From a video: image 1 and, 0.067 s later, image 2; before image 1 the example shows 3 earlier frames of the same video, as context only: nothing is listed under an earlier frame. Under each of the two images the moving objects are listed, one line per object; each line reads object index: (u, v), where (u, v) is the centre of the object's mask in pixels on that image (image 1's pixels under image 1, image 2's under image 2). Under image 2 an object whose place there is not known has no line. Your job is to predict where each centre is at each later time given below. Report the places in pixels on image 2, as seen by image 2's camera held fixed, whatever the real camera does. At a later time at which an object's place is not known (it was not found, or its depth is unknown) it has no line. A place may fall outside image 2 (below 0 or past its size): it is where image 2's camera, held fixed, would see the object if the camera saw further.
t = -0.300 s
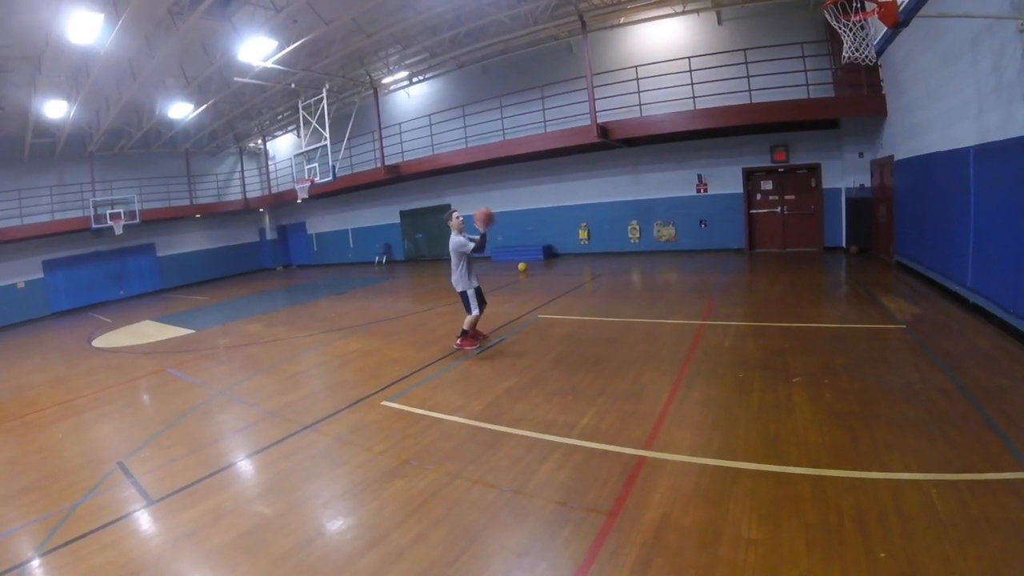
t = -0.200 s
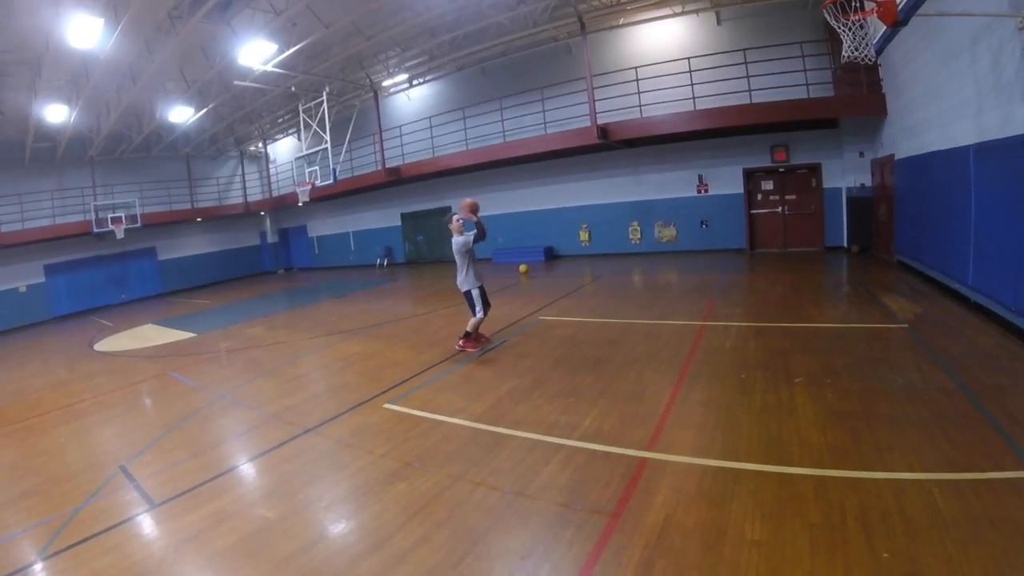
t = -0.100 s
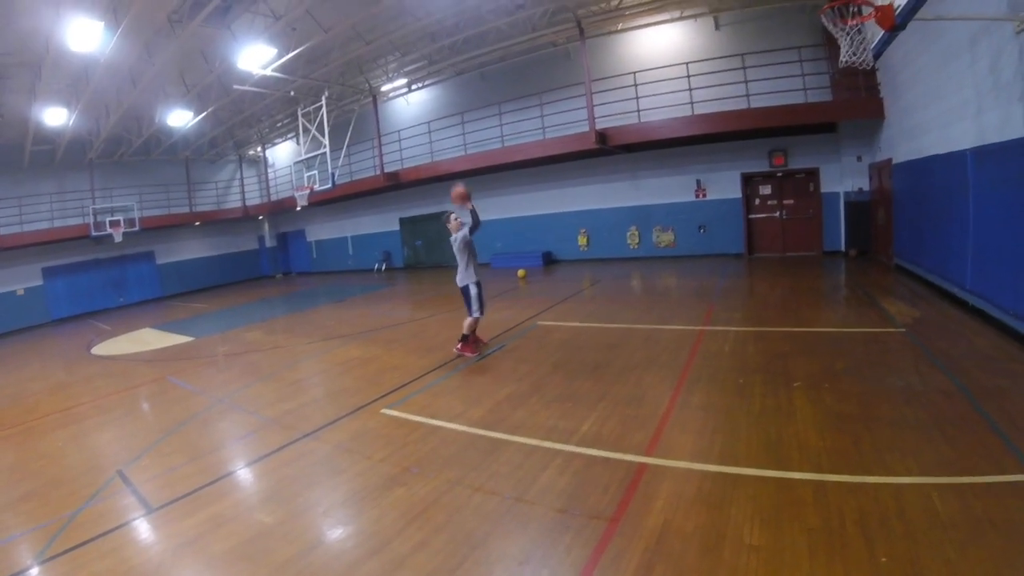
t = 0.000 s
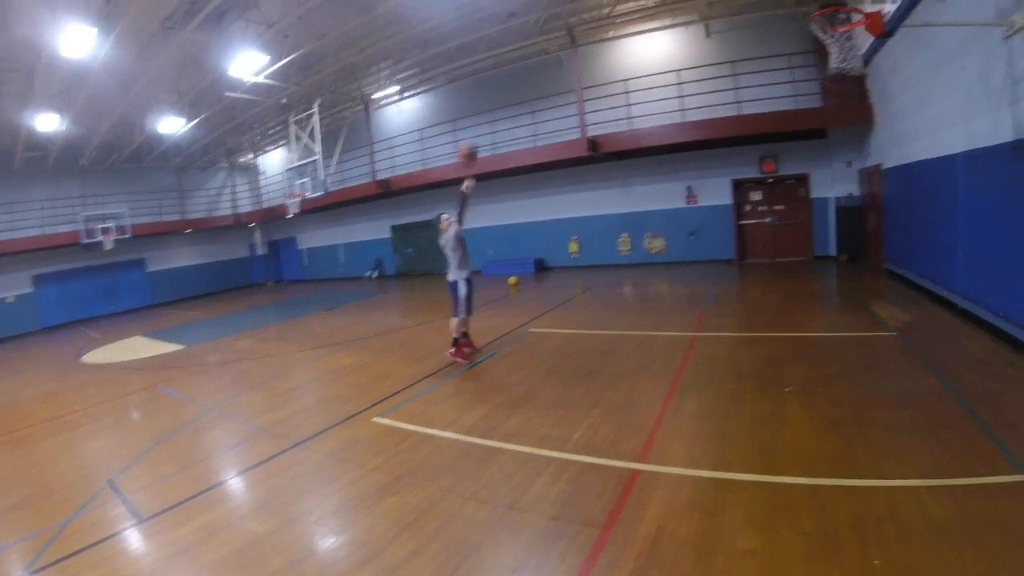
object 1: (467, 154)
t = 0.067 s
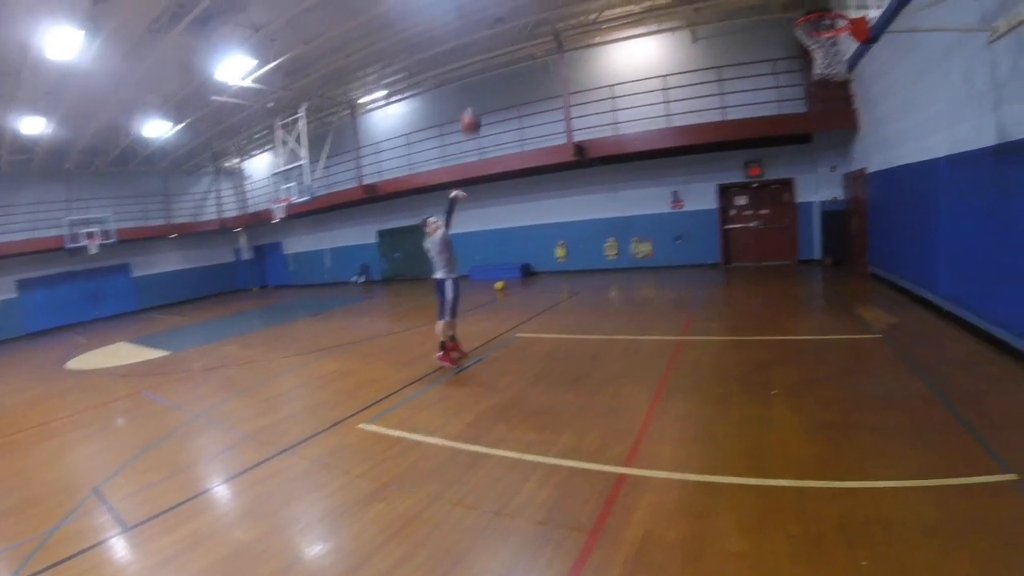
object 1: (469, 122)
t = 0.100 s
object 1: (476, 107)
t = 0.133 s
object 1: (483, 94)
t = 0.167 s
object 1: (490, 82)
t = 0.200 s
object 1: (498, 70)
